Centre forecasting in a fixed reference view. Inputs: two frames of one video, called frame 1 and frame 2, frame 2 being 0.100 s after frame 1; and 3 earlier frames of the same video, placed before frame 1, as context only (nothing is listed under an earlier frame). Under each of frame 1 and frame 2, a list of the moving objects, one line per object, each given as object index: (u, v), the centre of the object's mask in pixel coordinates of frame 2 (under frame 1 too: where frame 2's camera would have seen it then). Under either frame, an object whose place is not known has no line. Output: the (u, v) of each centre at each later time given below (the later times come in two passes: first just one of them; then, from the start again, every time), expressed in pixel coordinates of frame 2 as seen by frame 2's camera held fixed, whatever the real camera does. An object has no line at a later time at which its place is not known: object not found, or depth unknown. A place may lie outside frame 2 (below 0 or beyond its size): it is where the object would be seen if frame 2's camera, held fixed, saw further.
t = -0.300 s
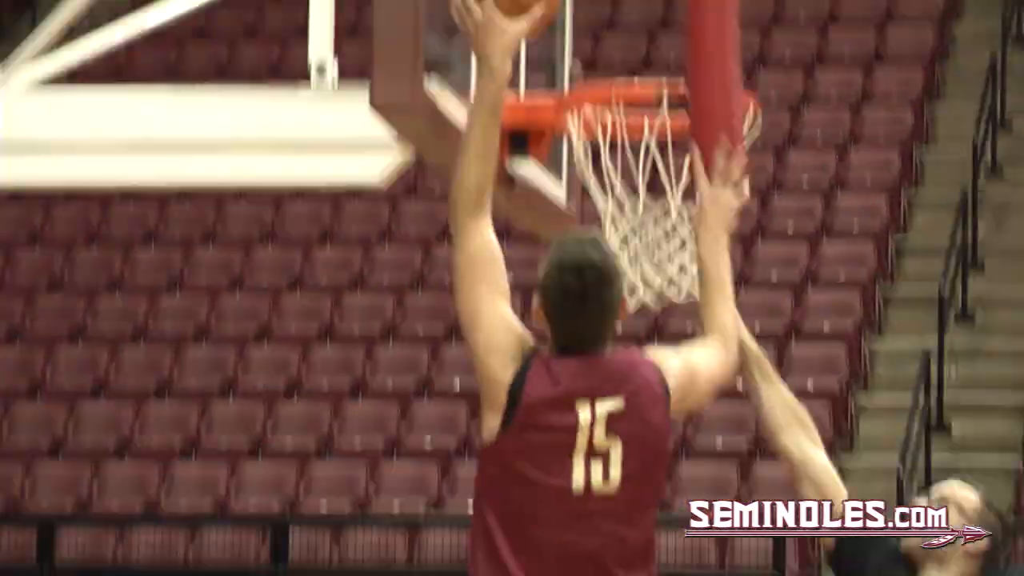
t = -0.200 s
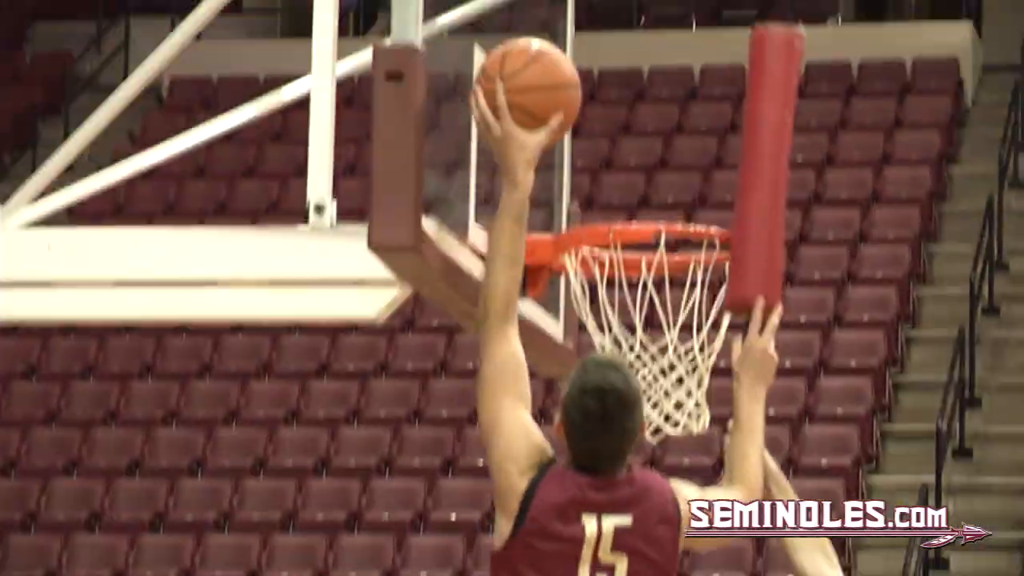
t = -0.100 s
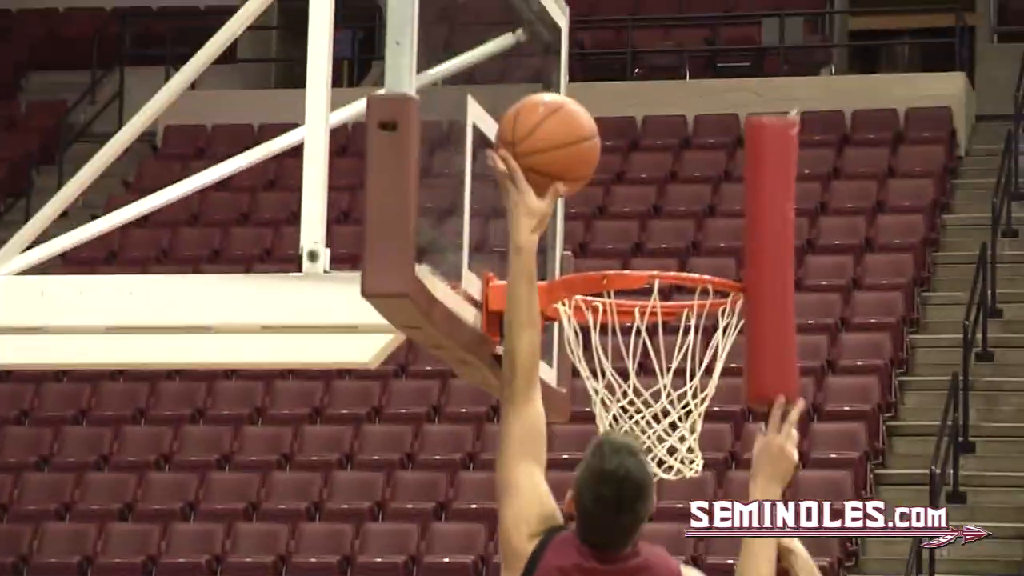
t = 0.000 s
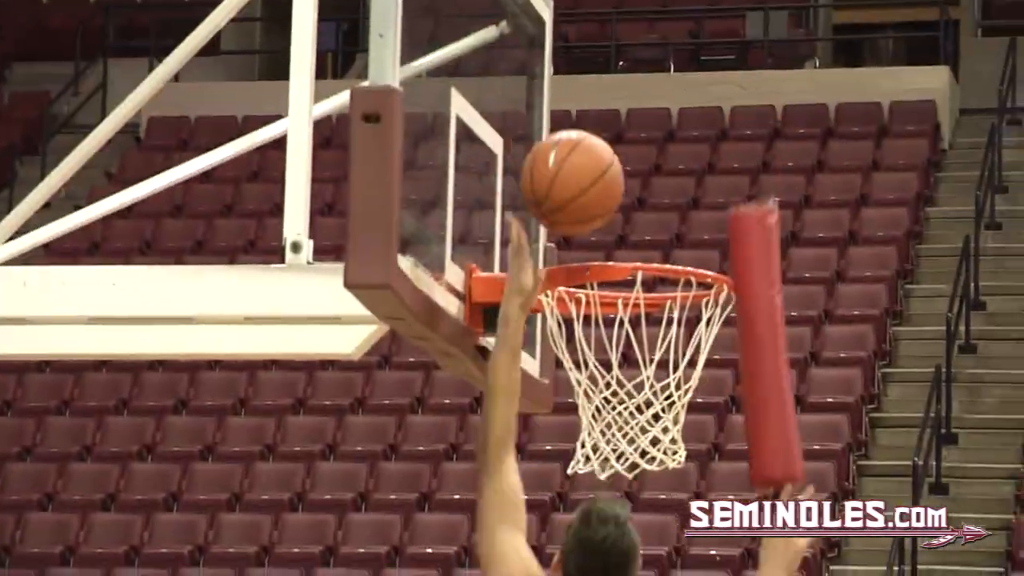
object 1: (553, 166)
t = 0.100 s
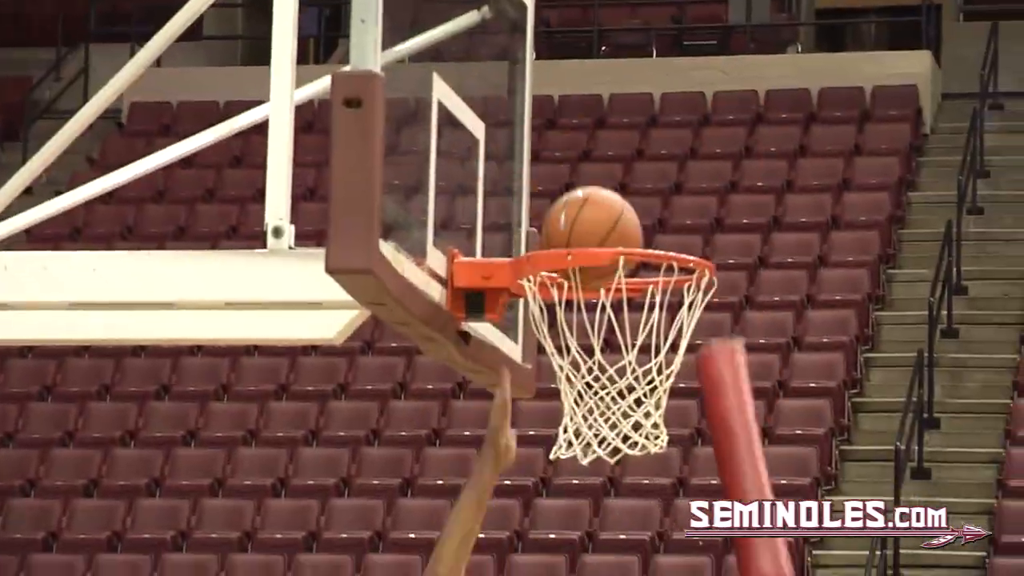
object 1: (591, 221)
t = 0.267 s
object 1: (640, 369)
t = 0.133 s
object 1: (608, 264)
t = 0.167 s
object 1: (613, 299)
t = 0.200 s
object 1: (624, 331)
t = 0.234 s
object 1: (632, 355)
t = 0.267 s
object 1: (640, 369)
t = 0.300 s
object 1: (641, 375)
